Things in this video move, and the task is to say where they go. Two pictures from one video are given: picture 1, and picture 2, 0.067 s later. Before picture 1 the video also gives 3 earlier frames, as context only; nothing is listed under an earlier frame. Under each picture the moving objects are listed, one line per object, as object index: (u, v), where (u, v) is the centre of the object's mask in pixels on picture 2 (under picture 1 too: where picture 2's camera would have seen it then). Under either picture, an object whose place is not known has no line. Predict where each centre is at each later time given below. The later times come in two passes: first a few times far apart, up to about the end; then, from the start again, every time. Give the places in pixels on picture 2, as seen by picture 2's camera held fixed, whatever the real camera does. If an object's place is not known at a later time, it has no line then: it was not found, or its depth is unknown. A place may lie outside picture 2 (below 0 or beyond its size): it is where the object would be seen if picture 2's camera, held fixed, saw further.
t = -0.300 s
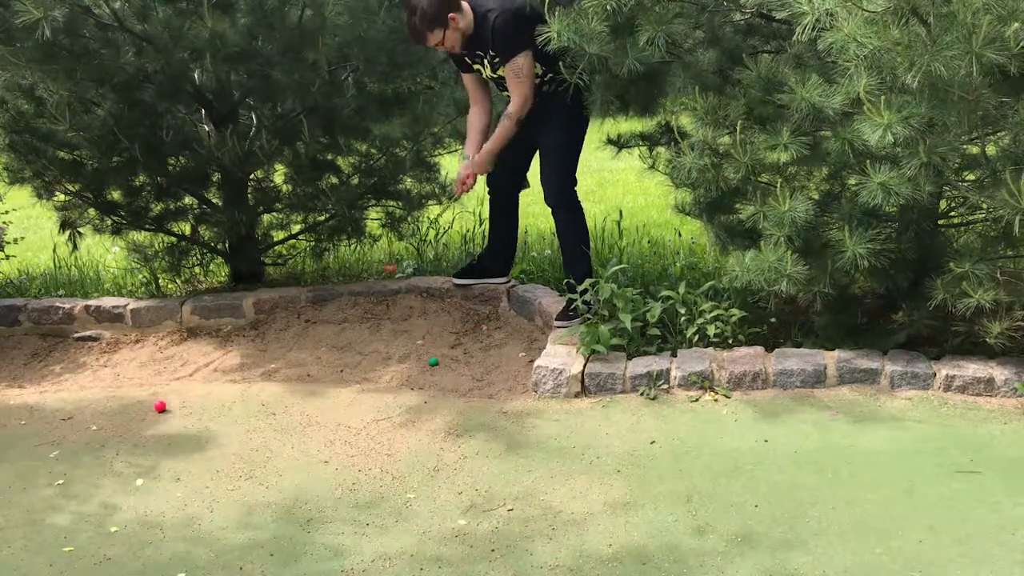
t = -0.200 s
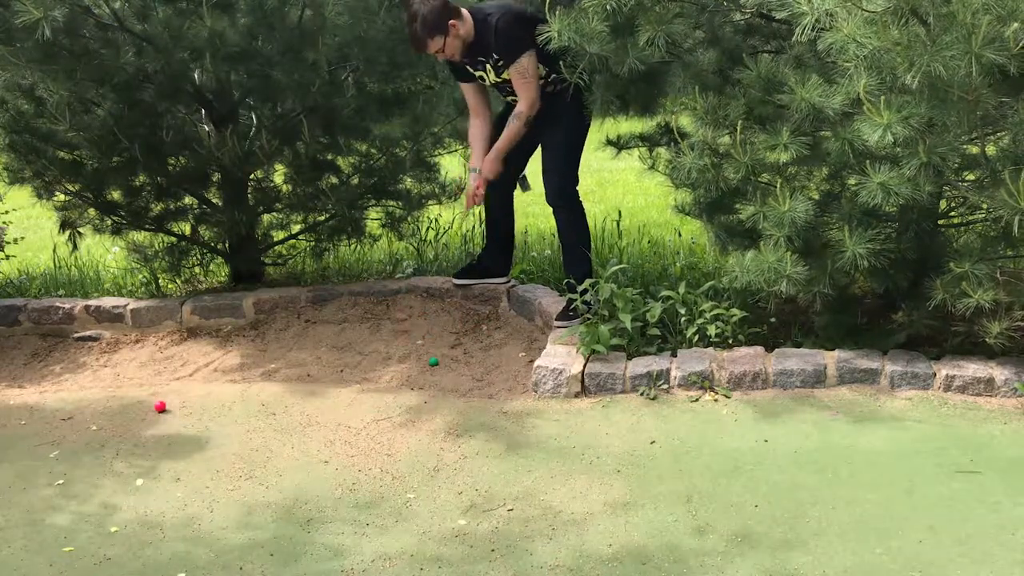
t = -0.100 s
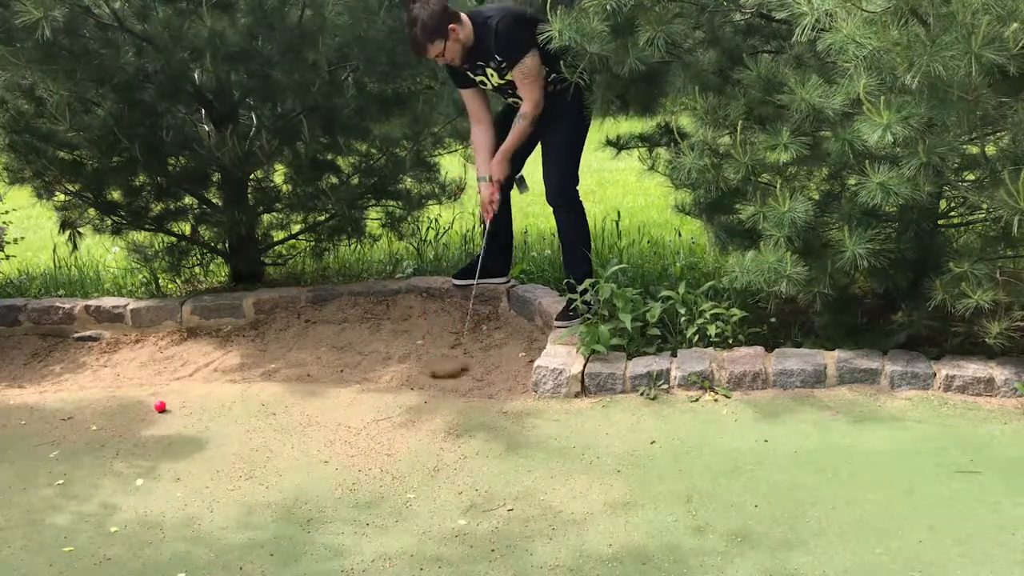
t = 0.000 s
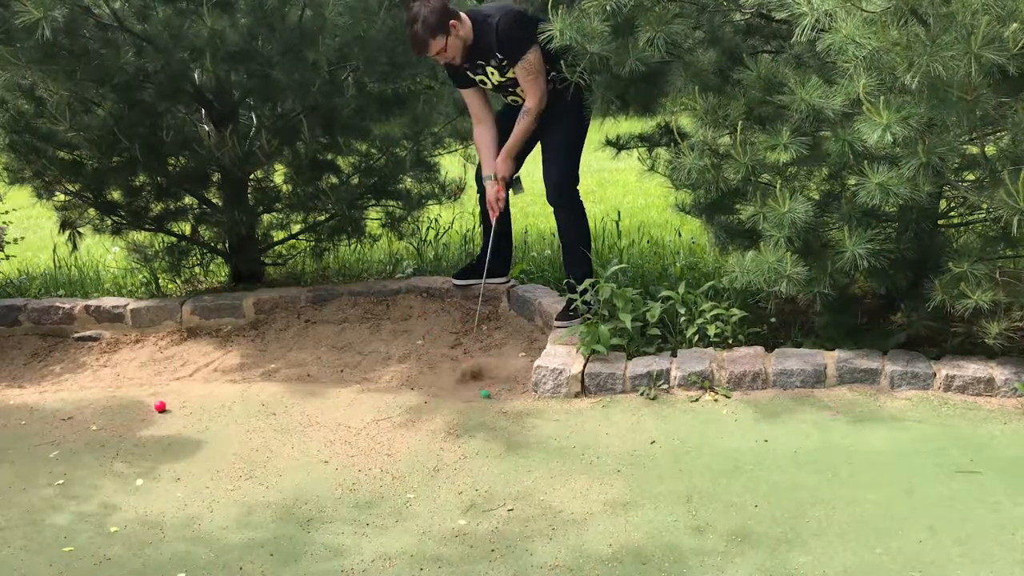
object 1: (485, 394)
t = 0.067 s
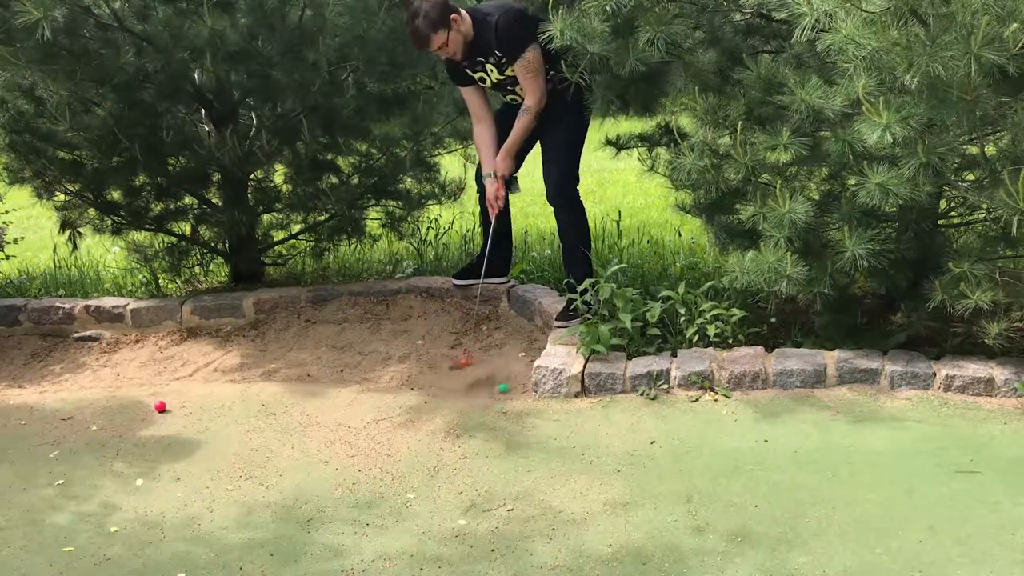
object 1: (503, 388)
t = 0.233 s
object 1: (516, 394)
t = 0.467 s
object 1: (492, 424)
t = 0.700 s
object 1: (462, 446)
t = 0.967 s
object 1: (423, 472)
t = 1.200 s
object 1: (391, 490)
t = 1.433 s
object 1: (358, 508)
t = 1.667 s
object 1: (325, 524)
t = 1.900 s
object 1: (297, 537)
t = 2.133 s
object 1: (270, 547)
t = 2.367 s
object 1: (243, 554)
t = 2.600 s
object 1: (216, 556)
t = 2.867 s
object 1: (184, 558)
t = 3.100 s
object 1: (156, 562)
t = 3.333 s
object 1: (125, 567)
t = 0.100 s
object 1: (513, 389)
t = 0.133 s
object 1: (521, 393)
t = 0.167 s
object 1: (524, 393)
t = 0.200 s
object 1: (520, 392)
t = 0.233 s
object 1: (516, 394)
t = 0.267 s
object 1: (512, 399)
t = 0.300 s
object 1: (507, 408)
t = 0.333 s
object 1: (504, 409)
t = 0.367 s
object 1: (500, 412)
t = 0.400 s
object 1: (497, 417)
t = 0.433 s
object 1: (494, 420)
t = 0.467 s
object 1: (492, 424)
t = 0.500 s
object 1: (488, 427)
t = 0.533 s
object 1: (484, 430)
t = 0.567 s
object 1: (481, 434)
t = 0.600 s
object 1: (476, 437)
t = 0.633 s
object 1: (471, 441)
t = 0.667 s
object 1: (466, 443)
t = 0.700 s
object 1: (462, 446)
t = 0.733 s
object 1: (456, 450)
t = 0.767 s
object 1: (451, 454)
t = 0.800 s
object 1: (445, 457)
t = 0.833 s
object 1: (441, 460)
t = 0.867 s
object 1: (435, 464)
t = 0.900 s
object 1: (432, 466)
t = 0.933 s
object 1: (427, 470)
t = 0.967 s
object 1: (423, 472)
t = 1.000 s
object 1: (418, 475)
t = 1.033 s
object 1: (414, 478)
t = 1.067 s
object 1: (409, 480)
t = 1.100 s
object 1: (405, 483)
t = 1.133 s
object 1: (400, 485)
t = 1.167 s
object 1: (395, 488)
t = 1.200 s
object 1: (391, 490)
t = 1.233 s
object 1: (387, 492)
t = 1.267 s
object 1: (382, 495)
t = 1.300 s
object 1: (377, 497)
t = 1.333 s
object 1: (373, 500)
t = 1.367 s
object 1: (368, 503)
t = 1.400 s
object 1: (363, 505)
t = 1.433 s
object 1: (358, 508)
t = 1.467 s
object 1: (353, 510)
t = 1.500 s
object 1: (348, 512)
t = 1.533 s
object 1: (344, 515)
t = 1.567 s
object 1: (338, 518)
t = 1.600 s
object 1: (334, 520)
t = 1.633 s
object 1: (330, 521)
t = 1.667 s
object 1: (325, 524)
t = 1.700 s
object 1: (320, 526)
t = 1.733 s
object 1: (317, 528)
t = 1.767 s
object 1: (313, 530)
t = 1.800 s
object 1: (309, 532)
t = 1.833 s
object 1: (305, 534)
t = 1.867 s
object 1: (301, 535)
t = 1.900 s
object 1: (297, 537)
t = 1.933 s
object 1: (293, 538)
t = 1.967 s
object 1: (290, 540)
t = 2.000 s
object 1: (286, 541)
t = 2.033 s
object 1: (282, 543)
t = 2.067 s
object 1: (278, 544)
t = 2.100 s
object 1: (274, 546)
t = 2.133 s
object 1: (270, 547)
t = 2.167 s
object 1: (267, 548)
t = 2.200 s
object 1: (263, 549)
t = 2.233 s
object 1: (259, 551)
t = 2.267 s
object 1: (255, 551)
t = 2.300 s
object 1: (251, 552)
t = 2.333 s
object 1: (247, 553)
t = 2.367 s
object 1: (243, 554)
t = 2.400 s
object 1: (239, 554)
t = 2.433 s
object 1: (236, 554)
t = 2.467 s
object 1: (232, 554)
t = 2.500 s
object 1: (228, 555)
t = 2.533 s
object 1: (224, 555)
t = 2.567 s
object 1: (220, 555)
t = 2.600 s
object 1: (216, 556)
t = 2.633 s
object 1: (212, 556)
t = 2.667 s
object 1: (209, 556)
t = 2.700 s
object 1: (205, 557)
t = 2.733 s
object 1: (201, 557)
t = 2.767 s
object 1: (196, 557)
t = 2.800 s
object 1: (192, 558)
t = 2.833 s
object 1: (188, 558)
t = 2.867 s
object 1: (184, 558)
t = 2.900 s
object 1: (180, 558)
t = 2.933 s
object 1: (177, 559)
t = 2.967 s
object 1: (173, 560)
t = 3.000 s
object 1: (169, 560)
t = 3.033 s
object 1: (164, 561)
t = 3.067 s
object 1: (161, 561)
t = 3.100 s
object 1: (156, 562)
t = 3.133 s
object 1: (152, 562)
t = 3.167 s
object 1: (147, 563)
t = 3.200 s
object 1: (143, 564)
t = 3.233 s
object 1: (139, 565)
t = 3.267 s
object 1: (134, 565)
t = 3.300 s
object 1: (130, 566)
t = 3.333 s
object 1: (125, 567)
